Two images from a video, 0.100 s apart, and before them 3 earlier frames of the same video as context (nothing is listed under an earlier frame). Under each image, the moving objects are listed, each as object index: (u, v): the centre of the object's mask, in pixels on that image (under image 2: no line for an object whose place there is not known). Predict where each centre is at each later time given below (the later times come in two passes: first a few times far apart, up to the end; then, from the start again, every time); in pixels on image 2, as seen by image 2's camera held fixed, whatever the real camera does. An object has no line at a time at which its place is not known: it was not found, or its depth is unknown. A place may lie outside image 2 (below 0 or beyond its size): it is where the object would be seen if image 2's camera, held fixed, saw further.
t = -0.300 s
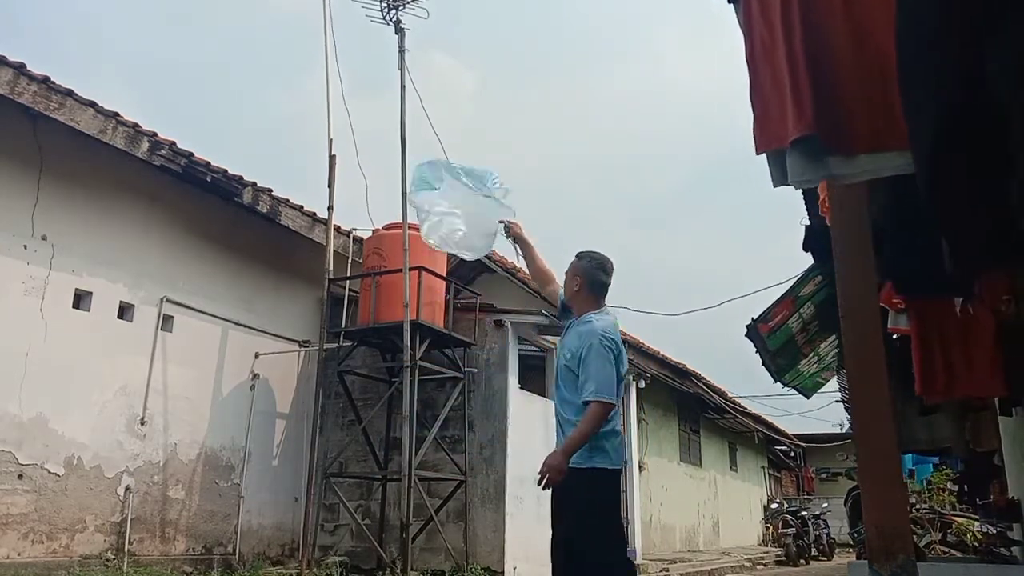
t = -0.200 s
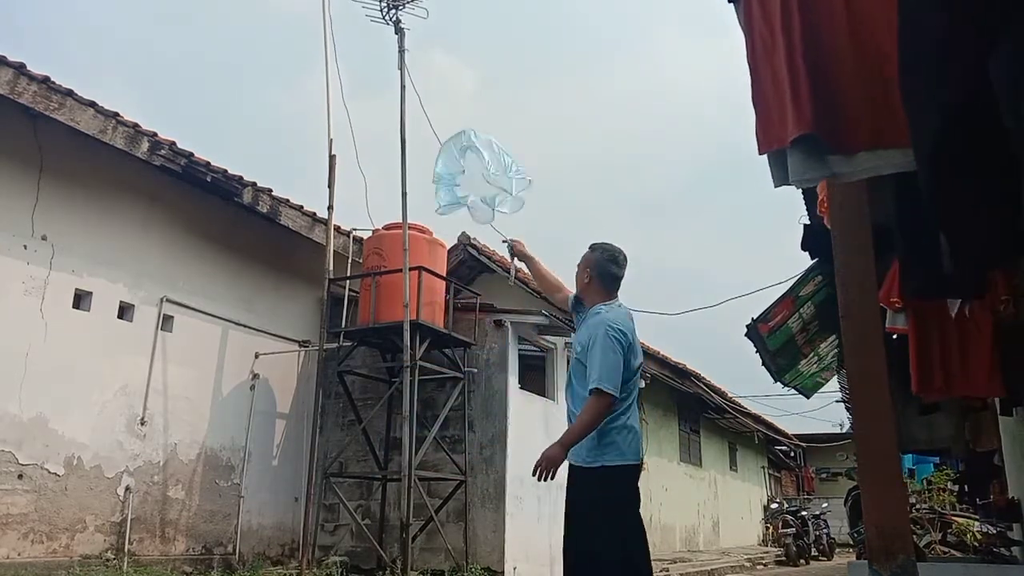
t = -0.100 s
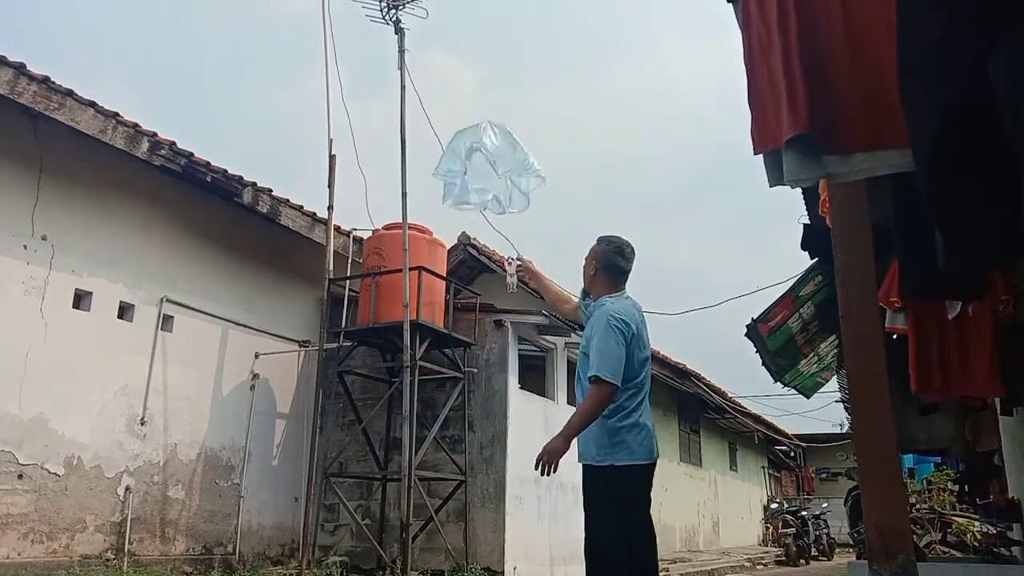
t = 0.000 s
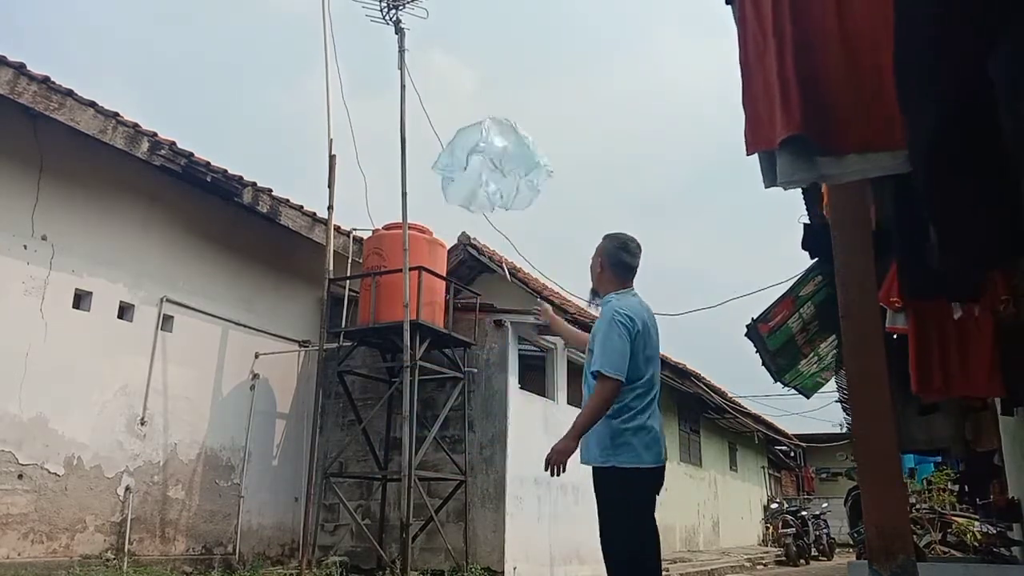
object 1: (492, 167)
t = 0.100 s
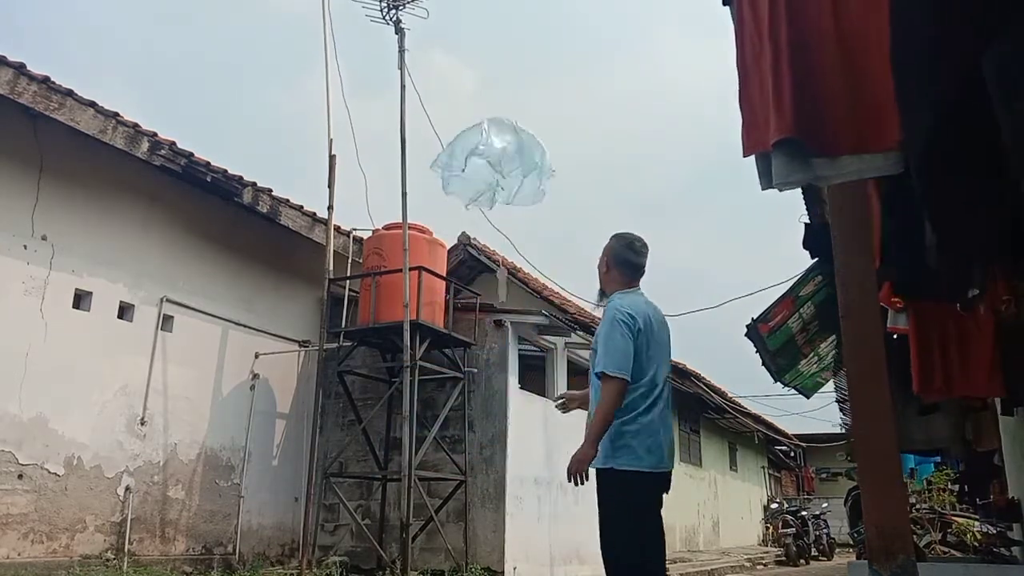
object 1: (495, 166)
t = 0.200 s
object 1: (497, 166)
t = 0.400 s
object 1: (506, 174)
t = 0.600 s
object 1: (521, 190)
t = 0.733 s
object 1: (533, 203)
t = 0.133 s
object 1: (496, 165)
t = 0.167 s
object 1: (496, 166)
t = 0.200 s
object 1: (497, 166)
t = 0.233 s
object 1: (498, 167)
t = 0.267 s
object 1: (499, 167)
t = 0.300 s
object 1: (499, 168)
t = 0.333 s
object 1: (502, 170)
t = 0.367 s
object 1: (503, 171)
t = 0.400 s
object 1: (506, 174)
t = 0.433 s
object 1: (507, 175)
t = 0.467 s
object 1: (509, 177)
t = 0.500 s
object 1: (512, 181)
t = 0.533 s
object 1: (514, 183)
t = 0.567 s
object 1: (517, 185)
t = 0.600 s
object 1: (521, 190)
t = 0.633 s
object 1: (523, 193)
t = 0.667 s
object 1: (528, 198)
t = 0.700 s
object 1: (530, 200)
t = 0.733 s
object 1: (533, 203)
